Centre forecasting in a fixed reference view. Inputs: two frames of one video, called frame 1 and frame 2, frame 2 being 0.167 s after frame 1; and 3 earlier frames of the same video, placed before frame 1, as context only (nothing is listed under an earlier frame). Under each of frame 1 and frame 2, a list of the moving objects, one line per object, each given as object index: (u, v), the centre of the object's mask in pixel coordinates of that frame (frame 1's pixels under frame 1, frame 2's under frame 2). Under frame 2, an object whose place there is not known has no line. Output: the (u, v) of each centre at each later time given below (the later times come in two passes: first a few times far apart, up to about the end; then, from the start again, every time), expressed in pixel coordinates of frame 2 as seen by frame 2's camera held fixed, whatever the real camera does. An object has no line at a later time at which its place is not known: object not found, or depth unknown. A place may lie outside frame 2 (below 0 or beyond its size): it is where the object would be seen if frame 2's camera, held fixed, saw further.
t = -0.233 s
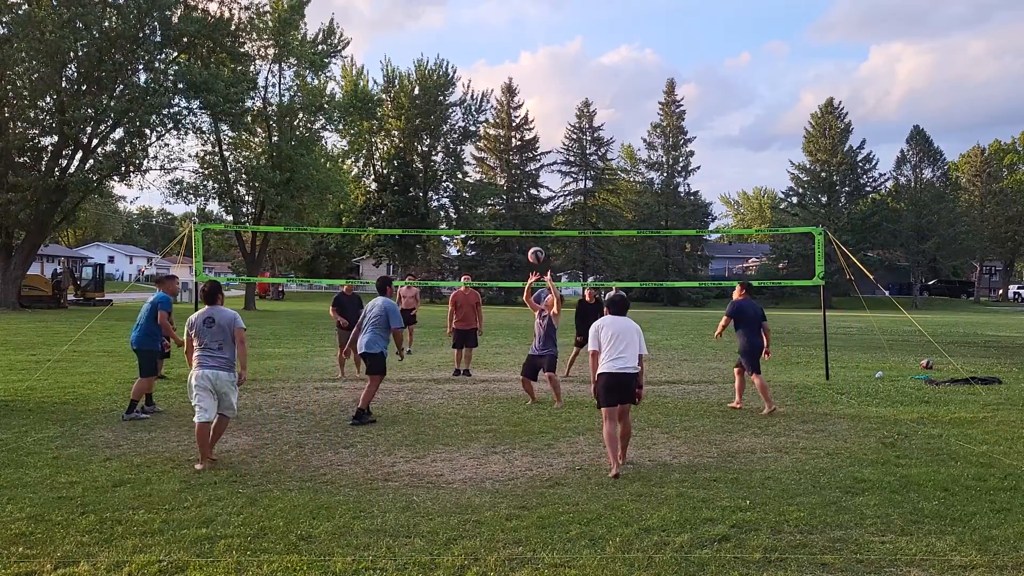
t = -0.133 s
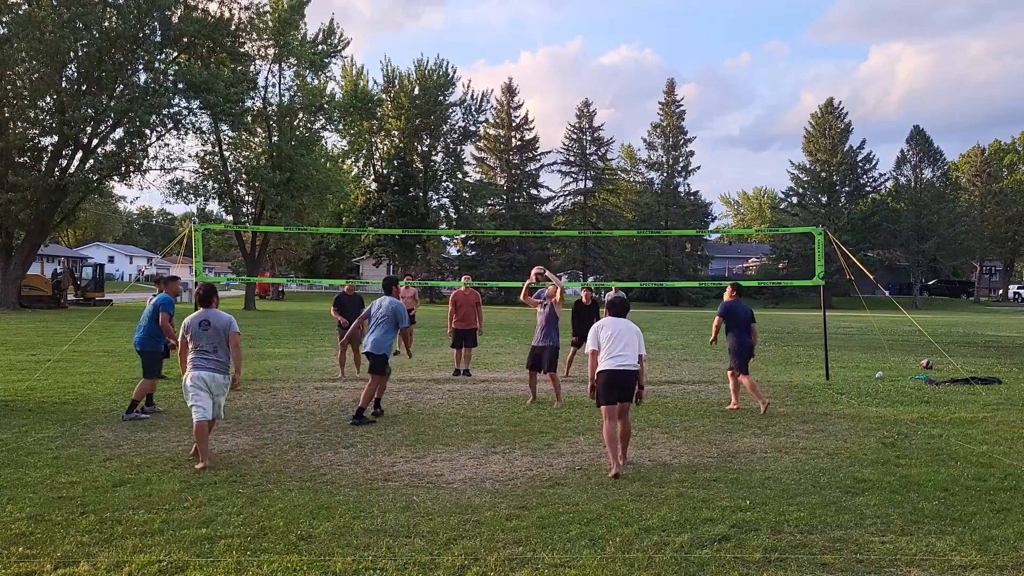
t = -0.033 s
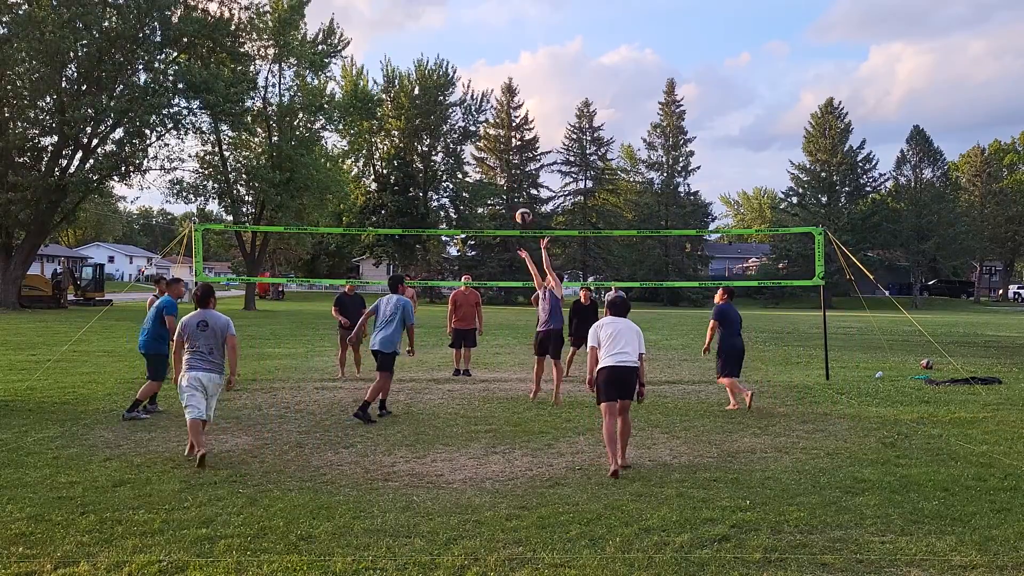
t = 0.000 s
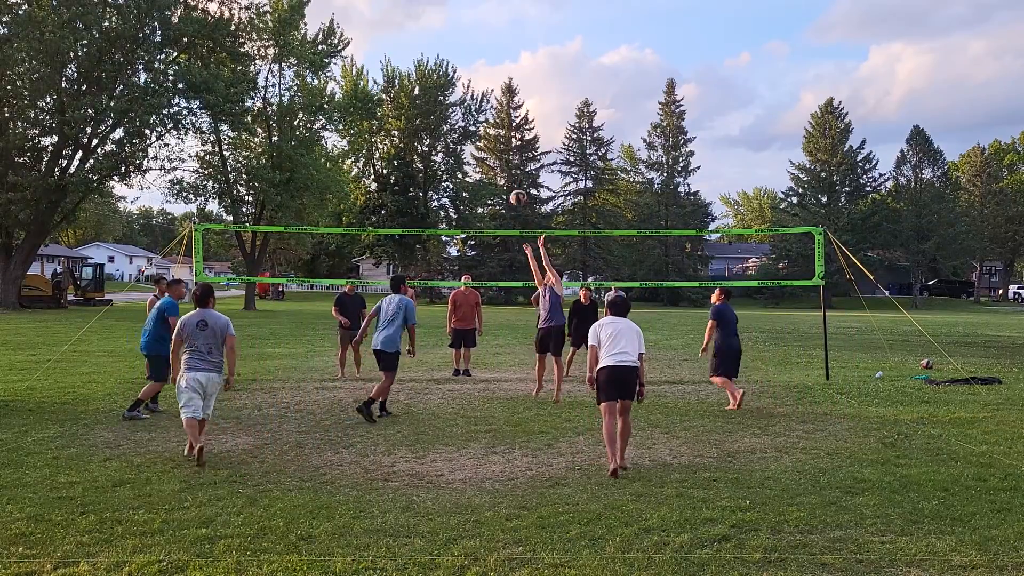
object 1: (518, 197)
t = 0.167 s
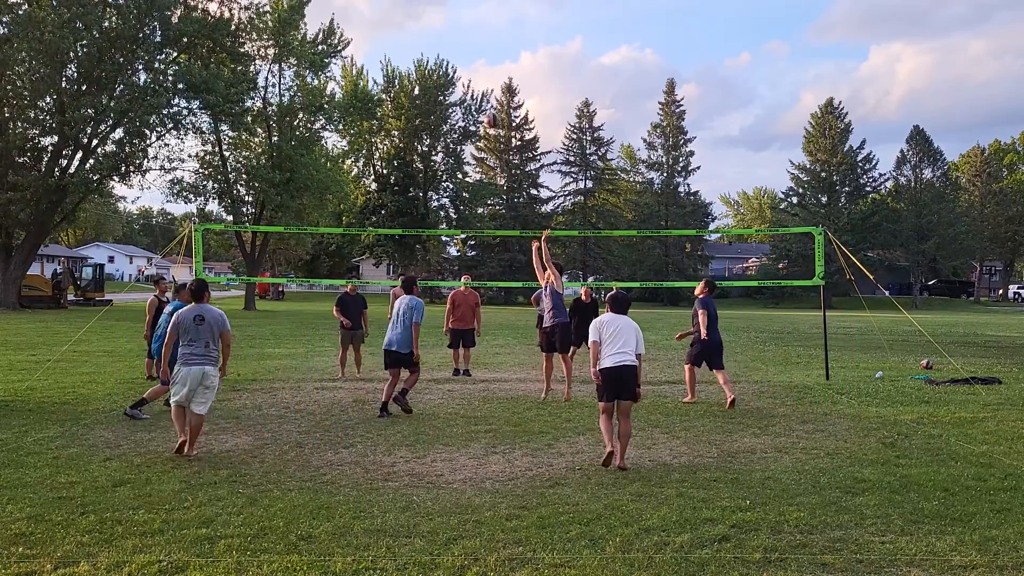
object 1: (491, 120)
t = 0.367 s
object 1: (463, 58)
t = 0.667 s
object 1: (421, 24)
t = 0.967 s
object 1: (379, 56)
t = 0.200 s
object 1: (487, 108)
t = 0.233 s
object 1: (482, 96)
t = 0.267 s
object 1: (477, 85)
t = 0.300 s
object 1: (472, 75)
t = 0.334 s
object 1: (468, 66)
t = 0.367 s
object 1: (463, 58)
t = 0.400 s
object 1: (458, 51)
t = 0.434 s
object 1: (453, 45)
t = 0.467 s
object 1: (449, 39)
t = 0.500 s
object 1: (444, 35)
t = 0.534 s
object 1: (439, 31)
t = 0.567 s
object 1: (434, 28)
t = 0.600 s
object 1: (430, 26)
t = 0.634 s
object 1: (425, 25)
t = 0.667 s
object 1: (421, 24)
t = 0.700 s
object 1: (416, 25)
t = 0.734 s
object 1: (411, 26)
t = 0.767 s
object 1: (407, 28)
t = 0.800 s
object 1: (402, 31)
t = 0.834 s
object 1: (398, 34)
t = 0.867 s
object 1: (393, 39)
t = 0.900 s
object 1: (389, 44)
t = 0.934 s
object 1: (384, 50)
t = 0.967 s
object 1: (379, 56)
